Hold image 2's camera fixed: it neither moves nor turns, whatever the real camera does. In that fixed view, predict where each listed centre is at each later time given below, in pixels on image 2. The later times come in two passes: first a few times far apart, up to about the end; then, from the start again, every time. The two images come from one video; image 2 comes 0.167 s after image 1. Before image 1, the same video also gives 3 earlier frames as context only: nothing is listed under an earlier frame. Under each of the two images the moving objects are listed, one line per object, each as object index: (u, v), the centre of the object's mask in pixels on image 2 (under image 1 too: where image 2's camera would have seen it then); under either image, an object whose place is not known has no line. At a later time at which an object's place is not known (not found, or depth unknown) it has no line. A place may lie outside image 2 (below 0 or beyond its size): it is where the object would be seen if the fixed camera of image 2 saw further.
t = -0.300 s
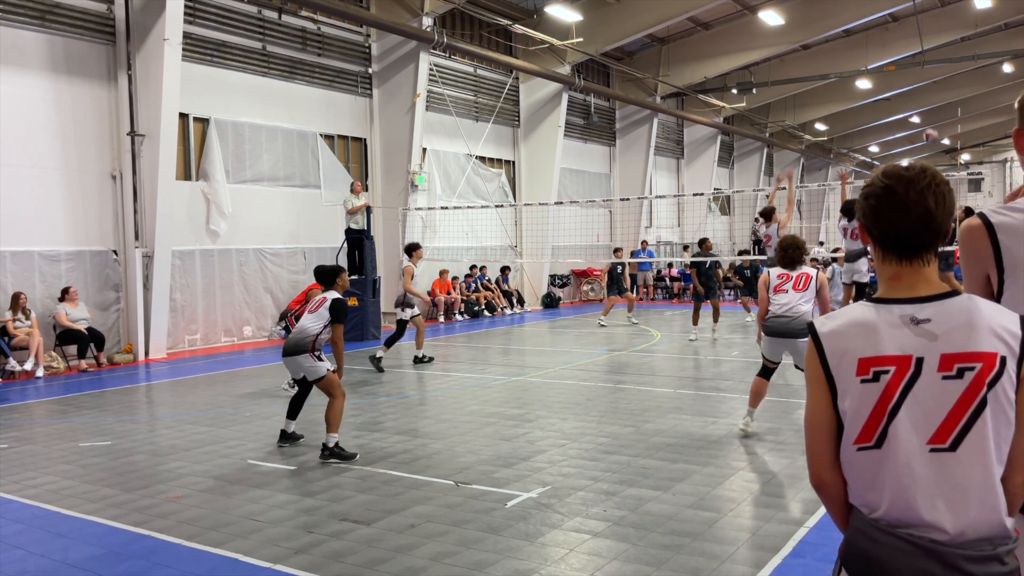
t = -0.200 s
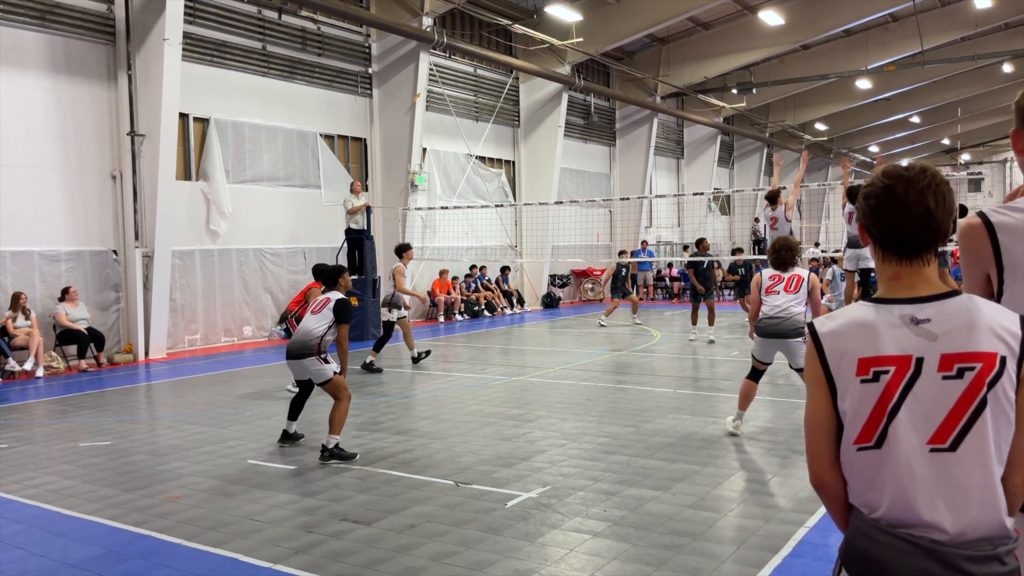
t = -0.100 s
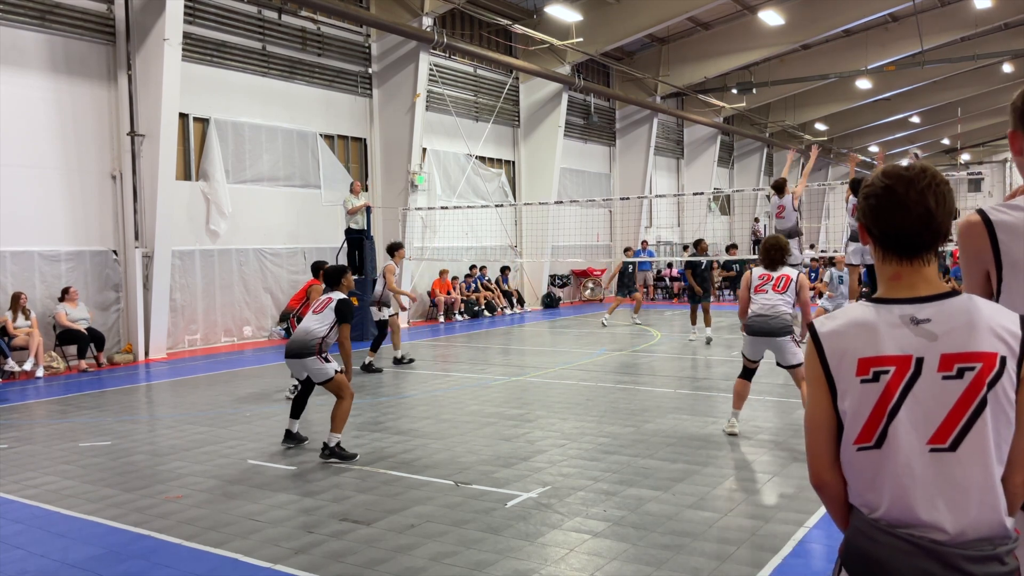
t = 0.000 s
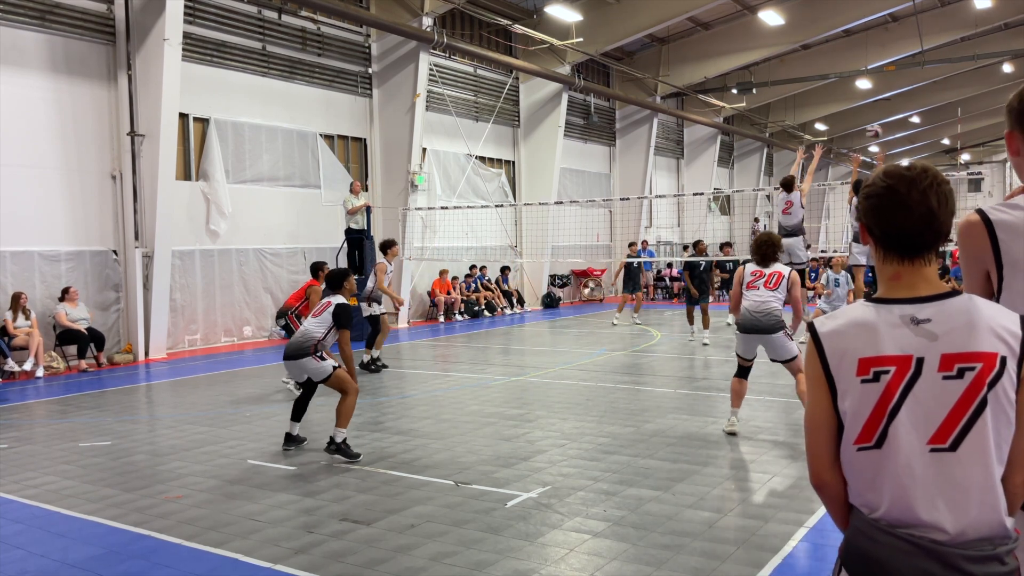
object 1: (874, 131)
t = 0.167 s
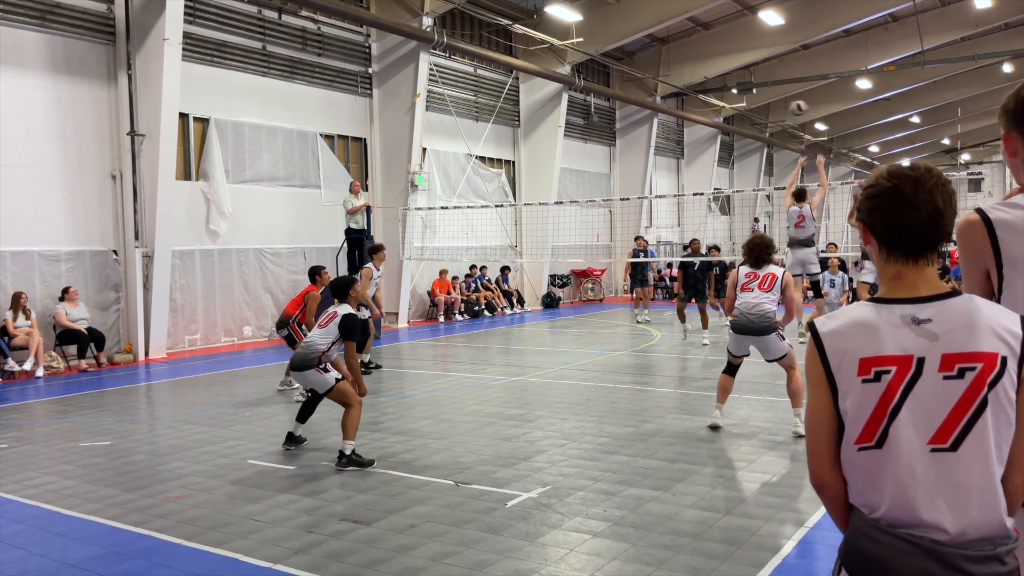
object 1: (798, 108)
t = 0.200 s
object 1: (782, 105)
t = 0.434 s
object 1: (655, 119)
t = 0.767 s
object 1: (425, 265)
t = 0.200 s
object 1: (782, 105)
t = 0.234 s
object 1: (766, 104)
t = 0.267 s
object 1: (749, 104)
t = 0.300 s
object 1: (732, 104)
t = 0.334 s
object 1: (713, 107)
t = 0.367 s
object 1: (695, 110)
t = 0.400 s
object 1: (675, 114)
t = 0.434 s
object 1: (655, 119)
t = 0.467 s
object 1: (636, 127)
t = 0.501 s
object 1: (614, 136)
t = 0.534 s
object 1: (594, 146)
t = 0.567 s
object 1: (571, 158)
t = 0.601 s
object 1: (549, 171)
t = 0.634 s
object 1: (525, 186)
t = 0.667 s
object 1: (501, 202)
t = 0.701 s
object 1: (477, 221)
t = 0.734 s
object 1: (452, 241)
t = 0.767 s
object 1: (425, 265)
